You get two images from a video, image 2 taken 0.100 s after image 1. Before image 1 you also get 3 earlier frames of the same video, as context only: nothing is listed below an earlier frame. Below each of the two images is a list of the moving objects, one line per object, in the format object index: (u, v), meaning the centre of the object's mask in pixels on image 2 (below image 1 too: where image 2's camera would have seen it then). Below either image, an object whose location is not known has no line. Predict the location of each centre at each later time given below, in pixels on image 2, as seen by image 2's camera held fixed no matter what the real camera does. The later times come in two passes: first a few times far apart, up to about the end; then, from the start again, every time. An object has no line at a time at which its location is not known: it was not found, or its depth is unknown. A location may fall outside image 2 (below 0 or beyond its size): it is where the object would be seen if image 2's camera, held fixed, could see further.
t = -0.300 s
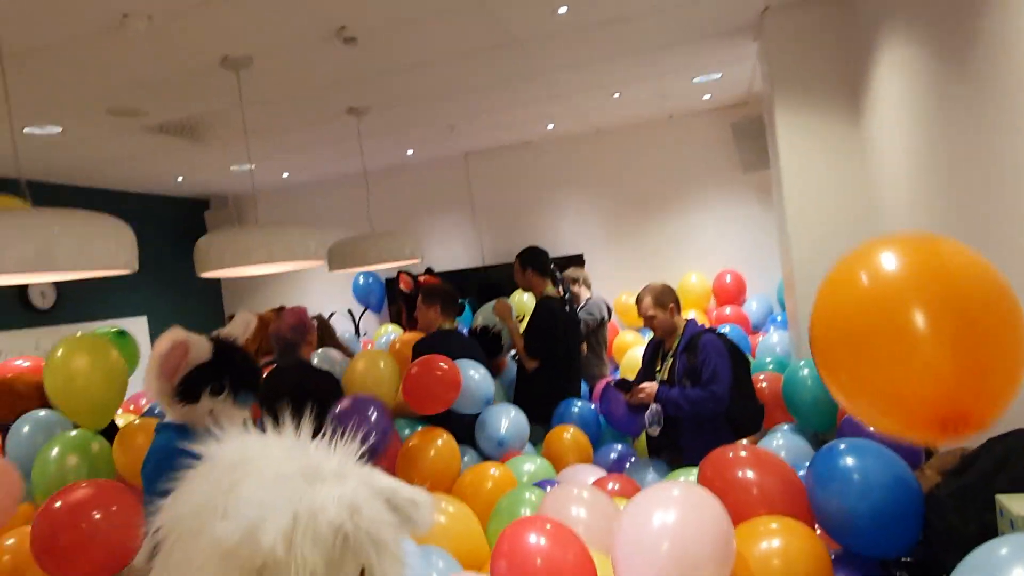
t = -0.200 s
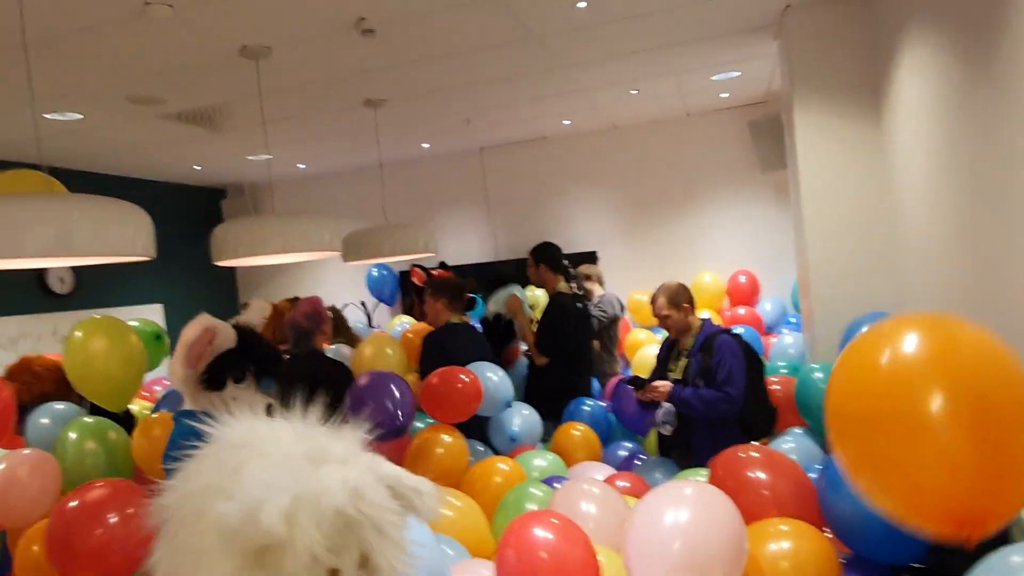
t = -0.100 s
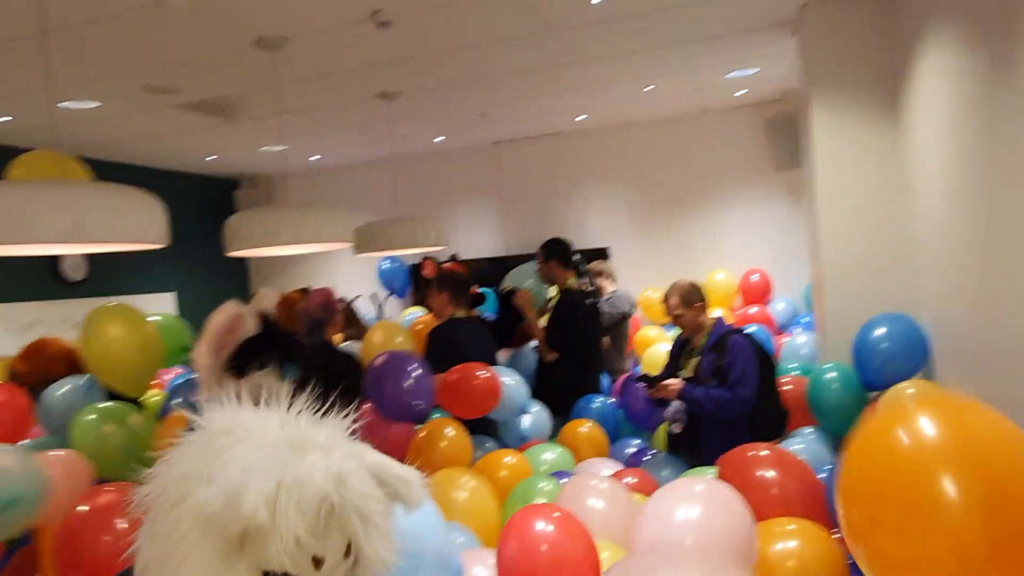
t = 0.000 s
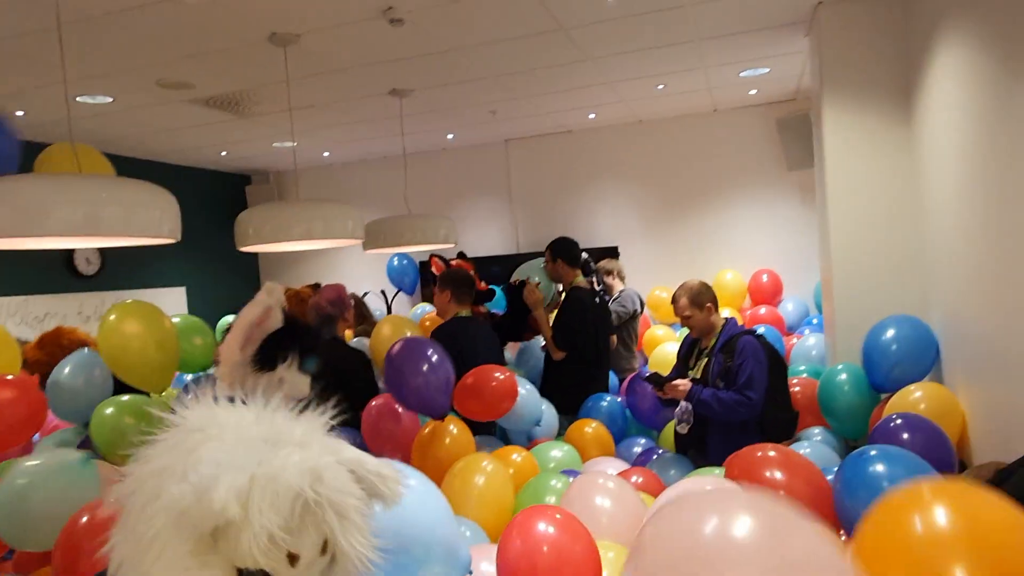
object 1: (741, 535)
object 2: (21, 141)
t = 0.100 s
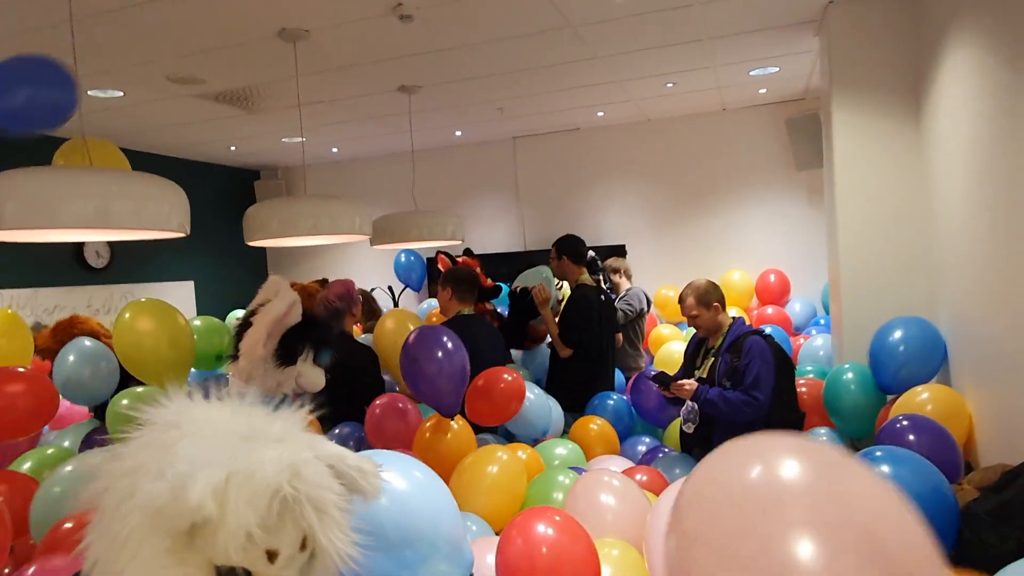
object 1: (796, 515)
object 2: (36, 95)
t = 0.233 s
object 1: (867, 490)
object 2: (80, 62)
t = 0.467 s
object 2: (152, 43)
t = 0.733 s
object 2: (222, 64)
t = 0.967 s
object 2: (269, 108)
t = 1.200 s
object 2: (312, 167)
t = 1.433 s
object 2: (350, 156)
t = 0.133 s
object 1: (816, 509)
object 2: (43, 83)
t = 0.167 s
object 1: (835, 502)
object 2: (55, 74)
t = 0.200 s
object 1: (852, 496)
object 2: (68, 67)
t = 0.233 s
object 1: (867, 490)
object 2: (80, 62)
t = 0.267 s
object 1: (880, 482)
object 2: (91, 57)
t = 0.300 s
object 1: (890, 475)
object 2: (103, 53)
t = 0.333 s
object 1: (899, 469)
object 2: (112, 50)
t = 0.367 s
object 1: (909, 464)
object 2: (123, 47)
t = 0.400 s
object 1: (917, 459)
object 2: (133, 45)
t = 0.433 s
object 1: (927, 456)
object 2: (143, 44)
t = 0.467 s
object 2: (152, 43)
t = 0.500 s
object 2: (162, 43)
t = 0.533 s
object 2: (171, 44)
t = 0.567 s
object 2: (179, 45)
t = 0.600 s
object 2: (188, 47)
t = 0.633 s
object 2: (198, 50)
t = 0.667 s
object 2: (206, 54)
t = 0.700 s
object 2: (214, 58)
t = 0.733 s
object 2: (222, 64)
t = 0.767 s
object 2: (229, 69)
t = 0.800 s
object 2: (236, 75)
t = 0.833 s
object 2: (242, 81)
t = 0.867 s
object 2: (248, 87)
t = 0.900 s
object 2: (255, 94)
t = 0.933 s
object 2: (261, 101)
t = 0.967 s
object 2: (269, 108)
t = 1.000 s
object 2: (275, 116)
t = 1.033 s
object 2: (282, 125)
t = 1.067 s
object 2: (288, 133)
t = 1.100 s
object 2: (294, 142)
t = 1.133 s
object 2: (300, 150)
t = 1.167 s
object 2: (307, 159)
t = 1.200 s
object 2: (312, 167)
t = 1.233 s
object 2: (317, 164)
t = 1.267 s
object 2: (322, 162)
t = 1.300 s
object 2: (327, 159)
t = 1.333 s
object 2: (333, 158)
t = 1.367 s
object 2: (339, 157)
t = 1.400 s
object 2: (345, 156)
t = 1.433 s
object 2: (350, 156)
